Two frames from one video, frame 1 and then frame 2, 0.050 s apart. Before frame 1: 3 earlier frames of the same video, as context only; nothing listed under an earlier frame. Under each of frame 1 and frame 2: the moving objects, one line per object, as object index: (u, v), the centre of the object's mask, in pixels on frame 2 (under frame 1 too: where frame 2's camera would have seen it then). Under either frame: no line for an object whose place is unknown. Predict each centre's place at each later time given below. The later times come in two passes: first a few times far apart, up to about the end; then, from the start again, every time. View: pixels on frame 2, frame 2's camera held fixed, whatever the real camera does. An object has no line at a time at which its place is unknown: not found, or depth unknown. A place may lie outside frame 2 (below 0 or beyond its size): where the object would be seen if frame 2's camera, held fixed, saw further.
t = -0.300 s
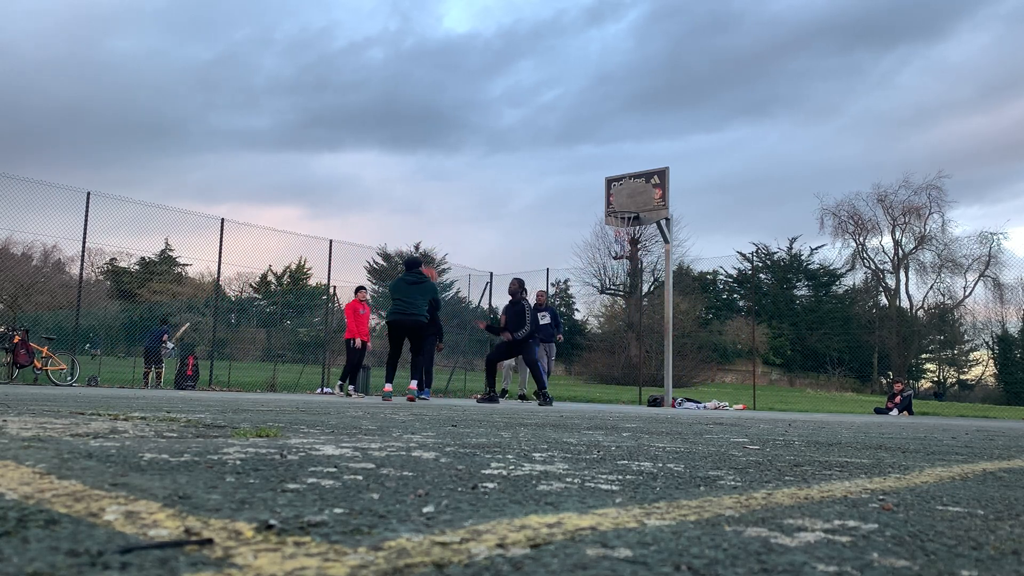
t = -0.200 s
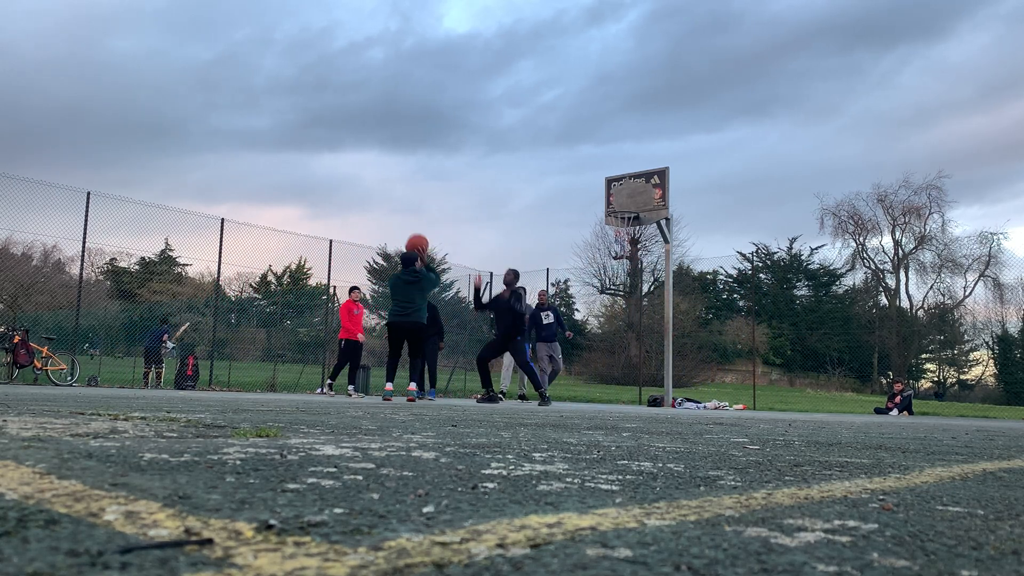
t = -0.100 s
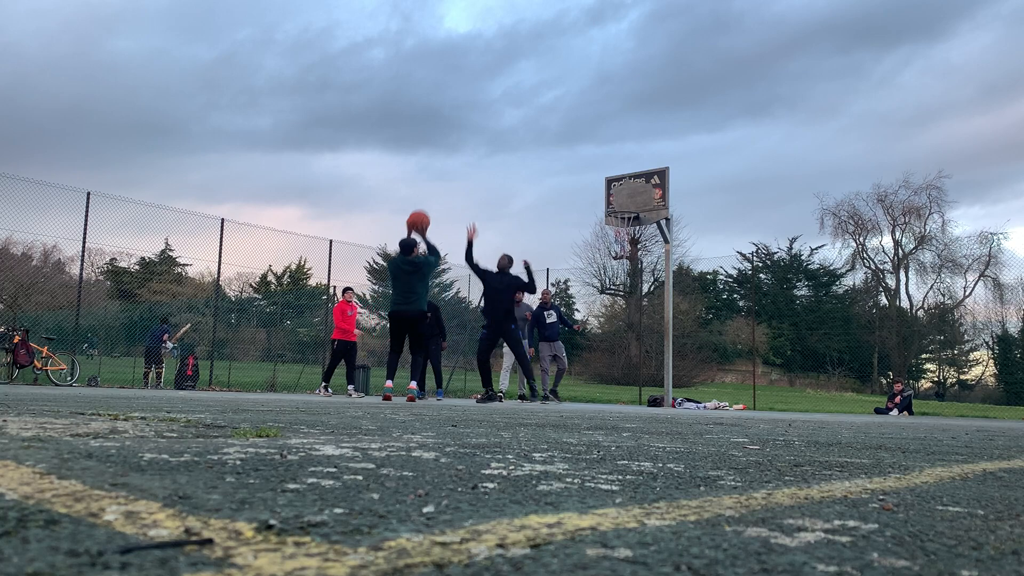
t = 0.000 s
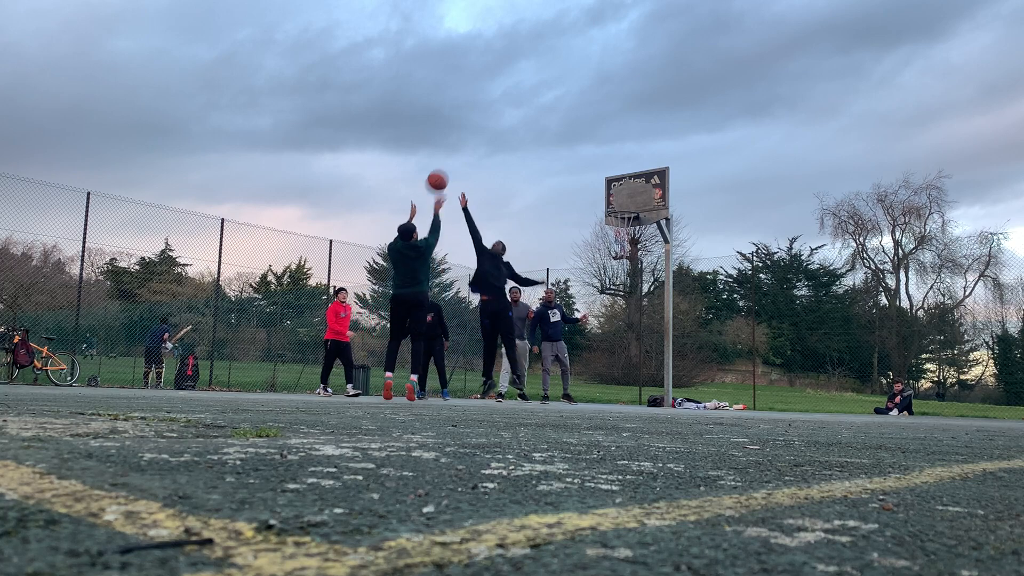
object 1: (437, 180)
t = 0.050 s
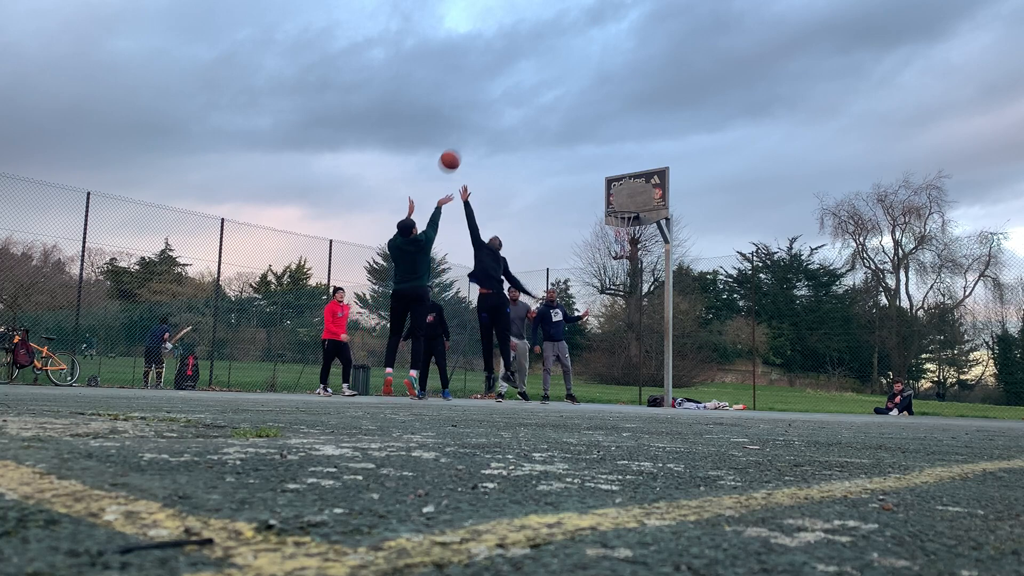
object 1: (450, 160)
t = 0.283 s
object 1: (502, 99)
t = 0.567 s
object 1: (552, 84)
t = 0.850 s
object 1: (592, 121)
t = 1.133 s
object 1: (625, 197)
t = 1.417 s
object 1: (591, 202)
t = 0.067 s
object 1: (454, 154)
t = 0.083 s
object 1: (458, 148)
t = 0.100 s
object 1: (462, 143)
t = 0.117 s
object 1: (466, 137)
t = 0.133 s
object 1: (470, 132)
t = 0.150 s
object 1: (474, 127)
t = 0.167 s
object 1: (478, 123)
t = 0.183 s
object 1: (481, 119)
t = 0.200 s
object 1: (485, 115)
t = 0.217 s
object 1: (488, 111)
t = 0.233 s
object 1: (492, 107)
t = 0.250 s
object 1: (496, 104)
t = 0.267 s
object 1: (499, 101)
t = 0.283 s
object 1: (502, 99)
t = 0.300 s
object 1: (506, 96)
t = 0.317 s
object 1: (509, 94)
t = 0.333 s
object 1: (512, 92)
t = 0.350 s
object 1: (515, 90)
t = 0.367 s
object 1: (518, 89)
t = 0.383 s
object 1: (521, 87)
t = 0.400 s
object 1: (524, 86)
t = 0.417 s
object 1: (527, 85)
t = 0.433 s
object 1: (530, 84)
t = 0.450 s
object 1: (533, 84)
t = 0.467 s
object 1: (536, 83)
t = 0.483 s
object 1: (539, 83)
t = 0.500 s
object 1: (541, 83)
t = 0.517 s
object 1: (544, 83)
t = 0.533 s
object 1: (547, 83)
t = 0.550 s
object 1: (549, 84)
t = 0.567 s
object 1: (552, 84)
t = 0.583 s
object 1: (555, 85)
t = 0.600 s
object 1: (558, 86)
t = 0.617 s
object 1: (560, 88)
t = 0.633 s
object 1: (562, 89)
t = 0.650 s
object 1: (565, 91)
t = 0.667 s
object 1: (567, 92)
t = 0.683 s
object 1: (570, 94)
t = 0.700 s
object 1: (572, 96)
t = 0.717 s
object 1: (574, 98)
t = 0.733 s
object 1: (577, 101)
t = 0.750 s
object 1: (579, 103)
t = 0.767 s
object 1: (581, 106)
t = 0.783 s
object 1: (583, 108)
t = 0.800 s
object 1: (586, 111)
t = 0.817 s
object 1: (588, 114)
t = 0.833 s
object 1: (590, 118)
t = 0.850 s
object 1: (592, 121)
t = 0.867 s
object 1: (594, 124)
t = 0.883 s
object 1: (596, 128)
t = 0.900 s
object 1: (598, 132)
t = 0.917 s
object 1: (600, 135)
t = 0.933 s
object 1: (603, 140)
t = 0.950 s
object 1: (604, 144)
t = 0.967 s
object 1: (606, 148)
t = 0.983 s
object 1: (608, 152)
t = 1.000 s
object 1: (610, 157)
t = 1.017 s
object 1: (612, 161)
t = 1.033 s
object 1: (614, 166)
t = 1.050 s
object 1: (616, 171)
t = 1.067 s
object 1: (618, 176)
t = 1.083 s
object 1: (620, 181)
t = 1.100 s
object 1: (621, 186)
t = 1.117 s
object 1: (623, 192)
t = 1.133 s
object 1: (625, 197)
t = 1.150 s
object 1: (627, 203)
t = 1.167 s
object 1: (627, 205)
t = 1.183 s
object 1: (624, 207)
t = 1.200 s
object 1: (622, 206)
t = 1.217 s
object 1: (620, 205)
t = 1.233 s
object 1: (618, 205)
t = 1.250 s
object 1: (615, 204)
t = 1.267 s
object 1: (613, 203)
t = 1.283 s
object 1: (611, 203)
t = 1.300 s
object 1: (609, 202)
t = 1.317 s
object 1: (606, 201)
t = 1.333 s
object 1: (604, 201)
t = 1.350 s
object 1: (602, 201)
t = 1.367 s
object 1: (599, 201)
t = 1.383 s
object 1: (596, 201)
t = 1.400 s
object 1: (594, 202)
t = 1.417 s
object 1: (591, 202)
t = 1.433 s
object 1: (589, 203)
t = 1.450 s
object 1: (586, 204)
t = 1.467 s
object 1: (584, 205)
